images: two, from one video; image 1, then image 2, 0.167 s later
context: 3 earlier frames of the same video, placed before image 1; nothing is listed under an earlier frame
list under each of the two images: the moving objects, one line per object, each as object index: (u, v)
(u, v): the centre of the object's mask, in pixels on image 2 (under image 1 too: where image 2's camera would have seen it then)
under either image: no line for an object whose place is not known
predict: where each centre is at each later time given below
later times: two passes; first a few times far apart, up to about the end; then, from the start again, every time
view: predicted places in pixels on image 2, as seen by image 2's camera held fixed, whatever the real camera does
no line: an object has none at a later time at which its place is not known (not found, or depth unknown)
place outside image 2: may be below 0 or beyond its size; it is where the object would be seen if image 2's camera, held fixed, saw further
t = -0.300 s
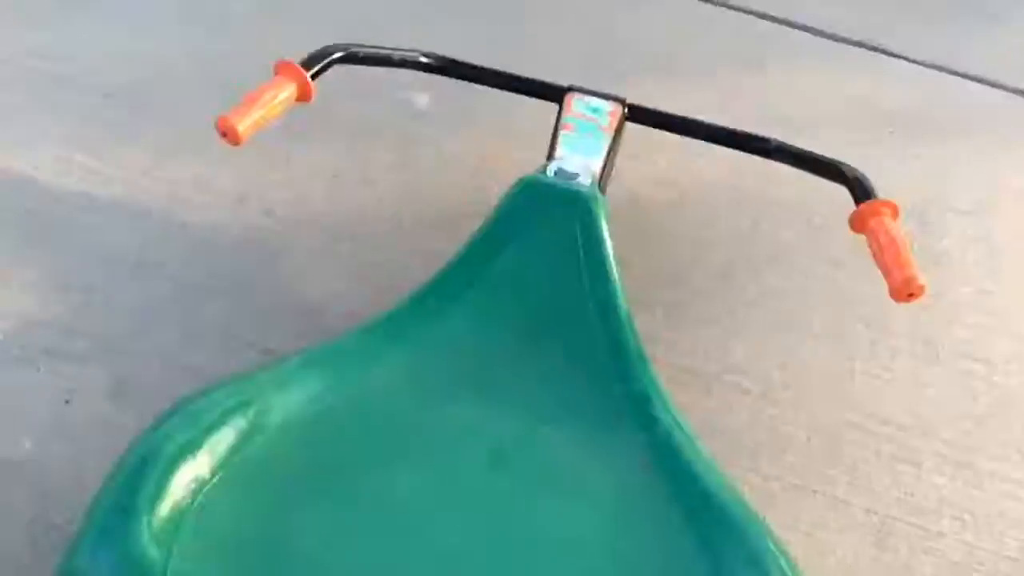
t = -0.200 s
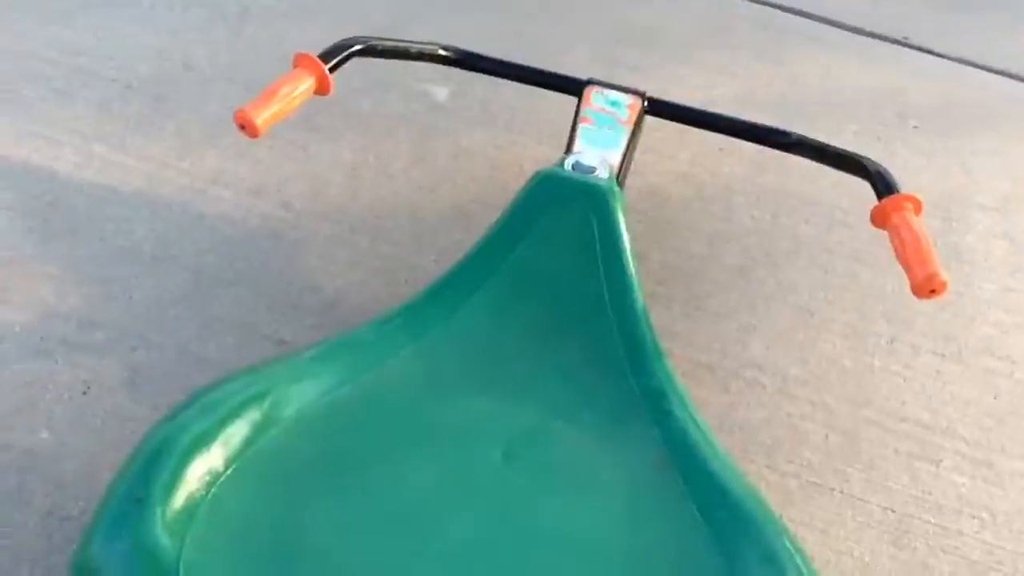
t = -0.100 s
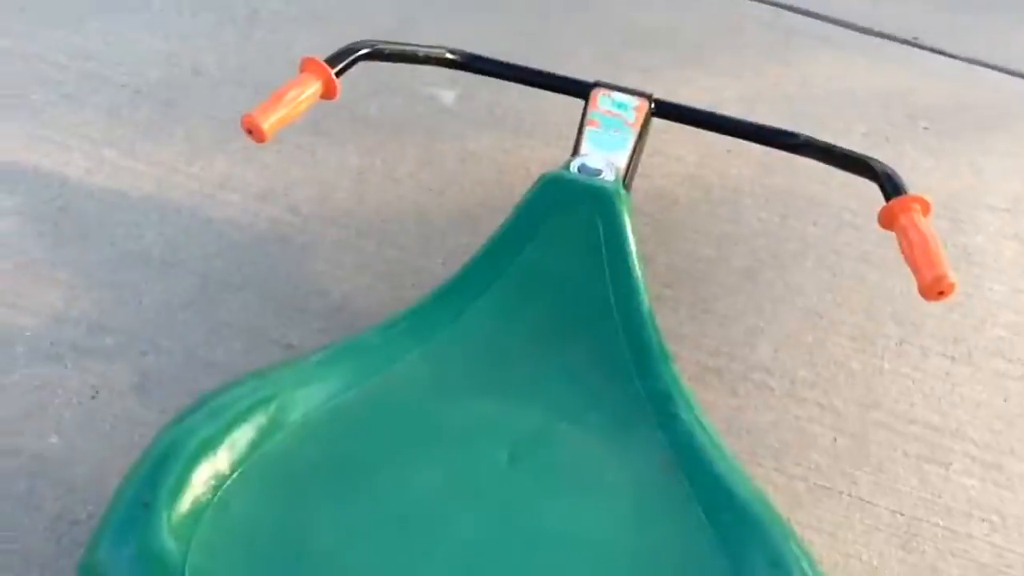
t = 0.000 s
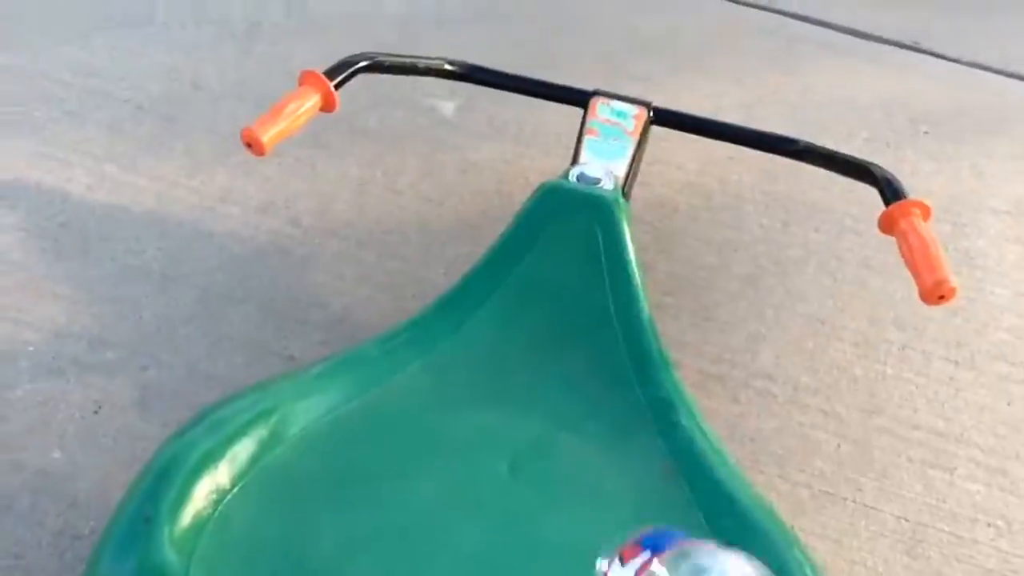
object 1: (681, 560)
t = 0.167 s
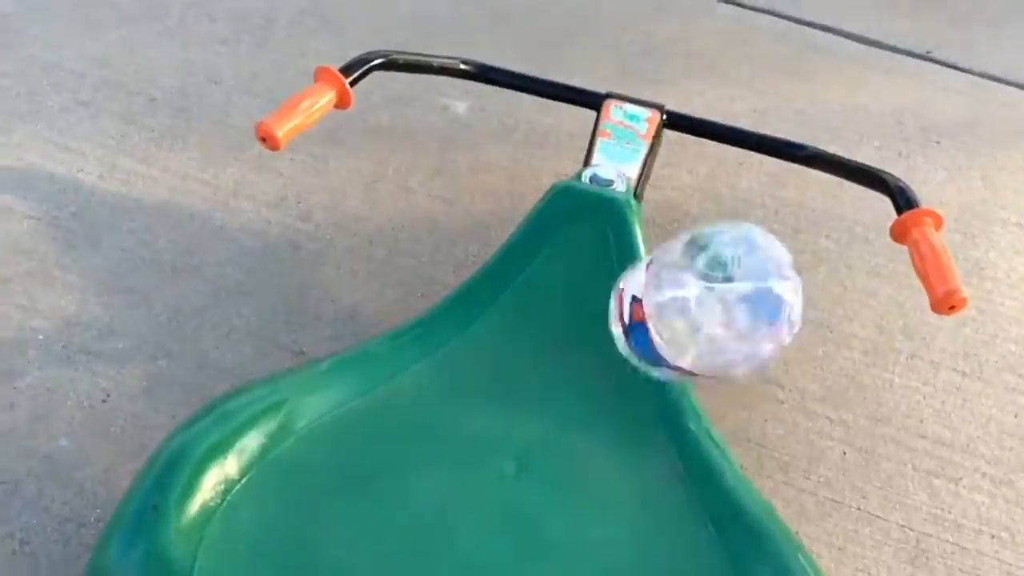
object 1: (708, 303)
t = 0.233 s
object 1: (686, 285)
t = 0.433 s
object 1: (607, 379)
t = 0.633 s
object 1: (597, 354)
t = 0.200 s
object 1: (702, 293)
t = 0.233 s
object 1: (686, 285)
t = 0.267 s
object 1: (669, 294)
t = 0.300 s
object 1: (651, 327)
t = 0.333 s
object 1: (633, 367)
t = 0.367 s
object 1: (612, 415)
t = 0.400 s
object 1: (610, 397)
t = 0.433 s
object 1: (607, 379)
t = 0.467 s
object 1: (602, 366)
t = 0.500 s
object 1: (597, 358)
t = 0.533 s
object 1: (594, 354)
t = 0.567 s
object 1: (591, 350)
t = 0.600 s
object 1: (592, 351)
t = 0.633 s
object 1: (597, 354)
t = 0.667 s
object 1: (600, 358)
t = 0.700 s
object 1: (603, 361)
